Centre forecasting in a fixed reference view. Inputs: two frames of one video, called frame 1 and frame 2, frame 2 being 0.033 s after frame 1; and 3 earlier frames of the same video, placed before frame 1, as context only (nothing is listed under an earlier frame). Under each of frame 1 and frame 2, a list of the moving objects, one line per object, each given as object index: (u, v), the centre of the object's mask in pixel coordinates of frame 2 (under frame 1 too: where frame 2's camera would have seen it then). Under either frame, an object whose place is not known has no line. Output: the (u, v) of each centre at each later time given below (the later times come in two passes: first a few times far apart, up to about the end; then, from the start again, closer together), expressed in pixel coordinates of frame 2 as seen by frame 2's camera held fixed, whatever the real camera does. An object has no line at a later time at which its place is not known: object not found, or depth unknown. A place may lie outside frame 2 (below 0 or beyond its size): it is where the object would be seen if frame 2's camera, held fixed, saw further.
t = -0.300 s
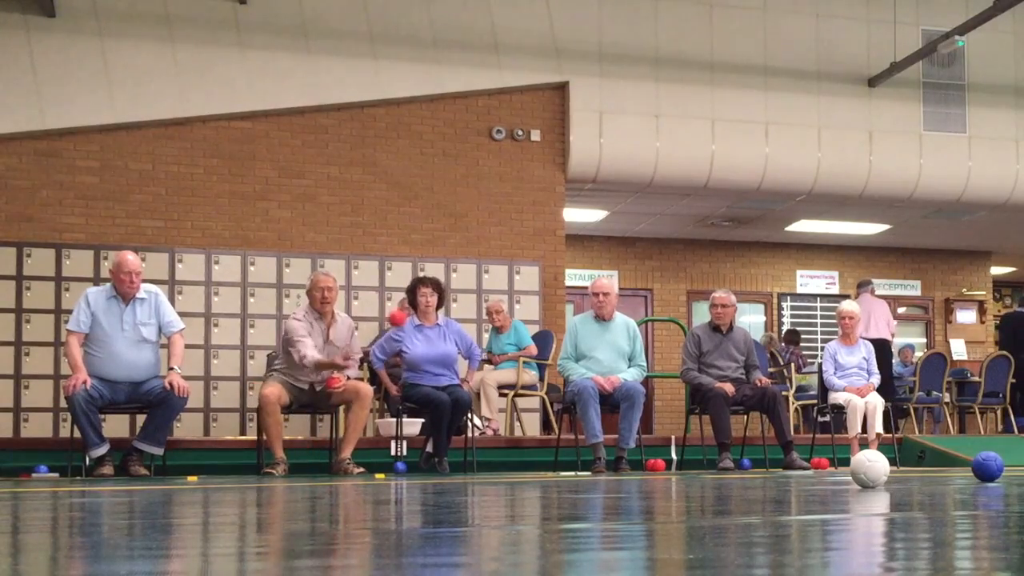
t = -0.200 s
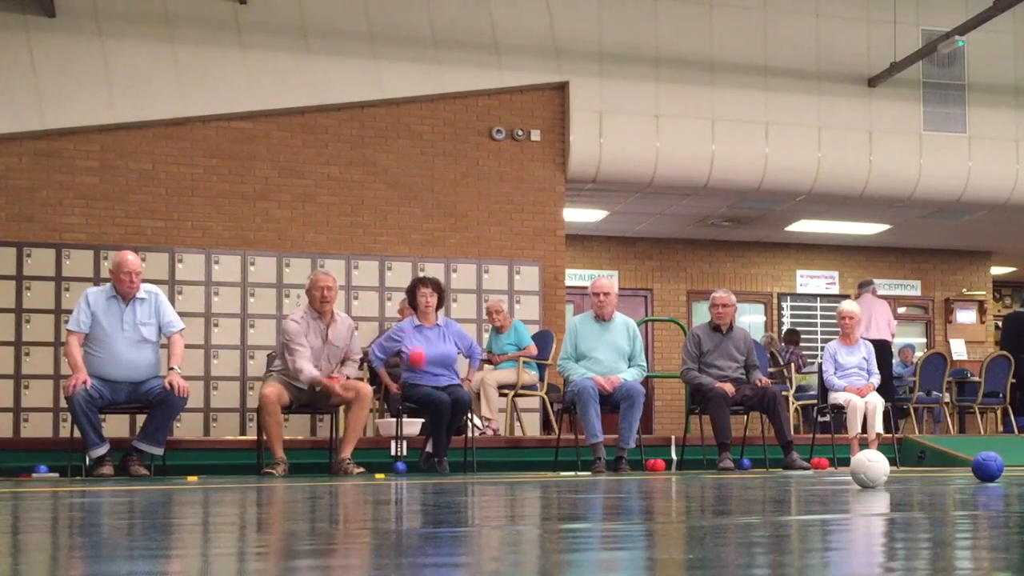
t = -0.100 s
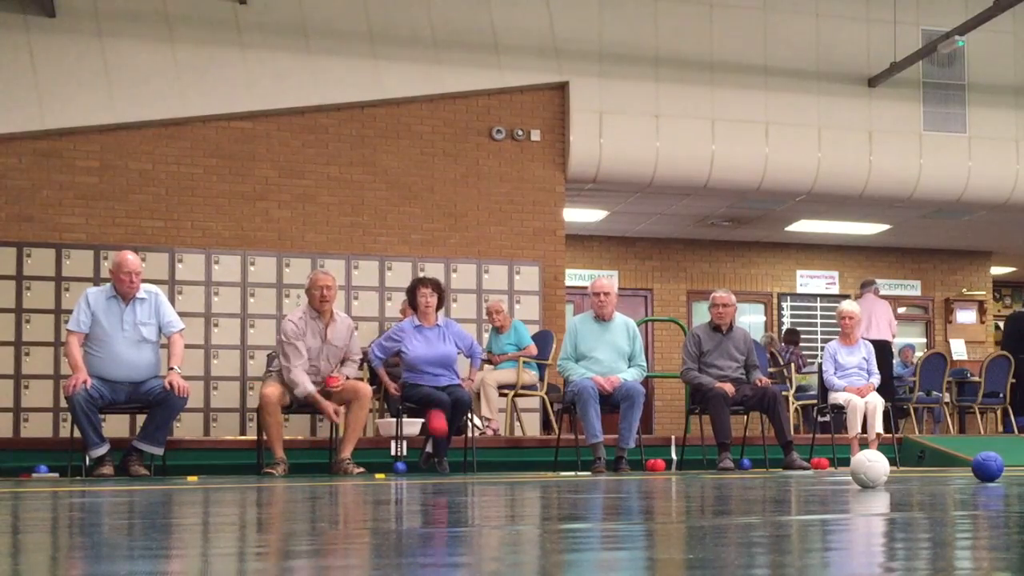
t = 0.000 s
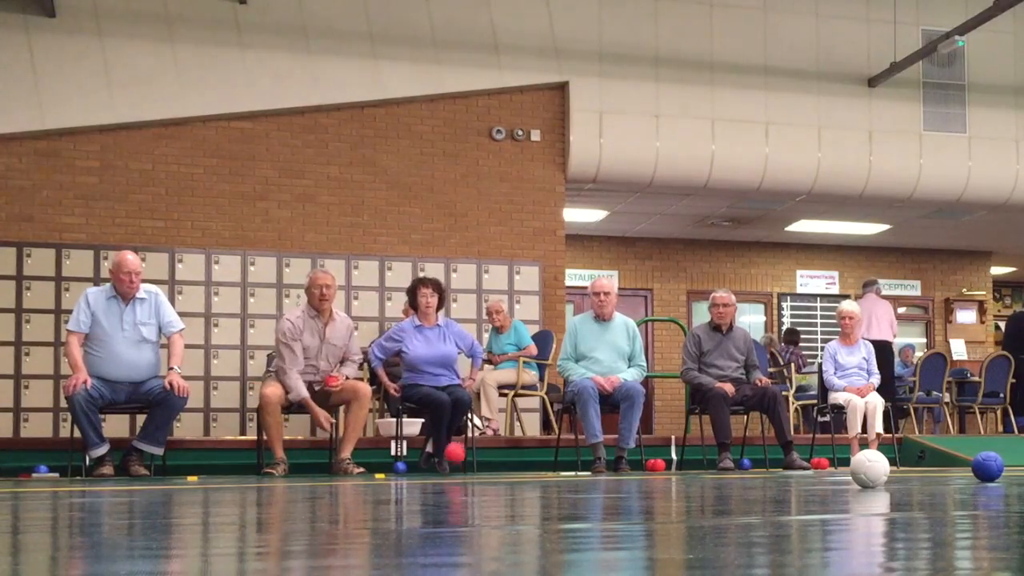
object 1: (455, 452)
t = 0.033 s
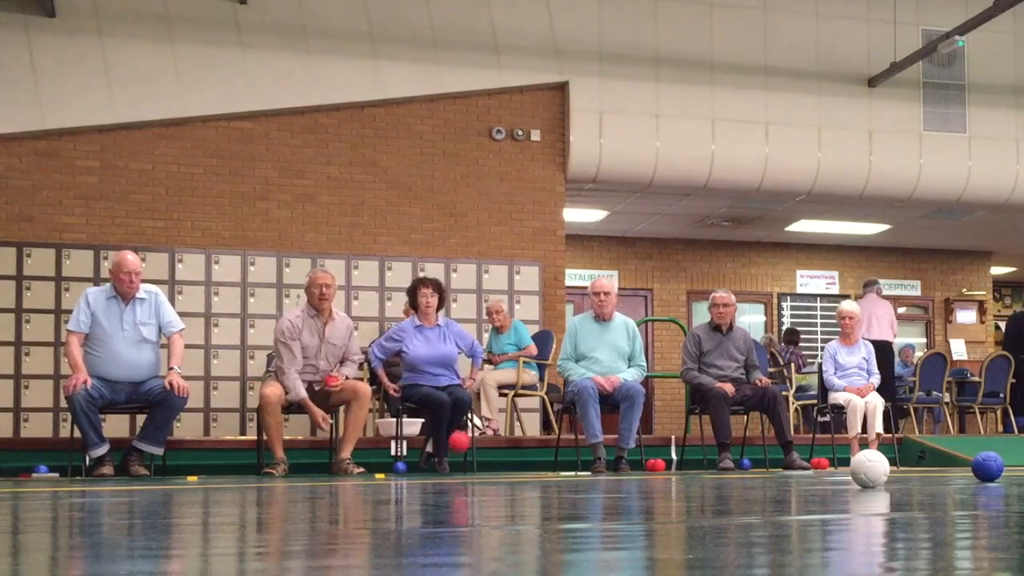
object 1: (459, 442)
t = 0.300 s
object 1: (497, 446)
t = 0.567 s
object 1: (541, 460)
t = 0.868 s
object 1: (588, 468)
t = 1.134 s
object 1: (628, 468)
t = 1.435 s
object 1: (673, 469)
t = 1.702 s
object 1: (713, 469)
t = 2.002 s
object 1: (756, 469)
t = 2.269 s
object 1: (792, 470)
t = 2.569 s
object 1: (827, 470)
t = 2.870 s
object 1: (854, 472)
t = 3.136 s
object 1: (871, 471)
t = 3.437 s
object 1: (880, 473)
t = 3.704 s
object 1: (881, 475)
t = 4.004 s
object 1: (866, 476)
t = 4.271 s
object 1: (847, 476)
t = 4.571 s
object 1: (813, 476)
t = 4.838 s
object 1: (780, 477)
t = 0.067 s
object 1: (463, 432)
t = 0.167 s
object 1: (476, 421)
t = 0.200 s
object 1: (482, 423)
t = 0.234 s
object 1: (488, 427)
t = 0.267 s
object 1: (493, 435)
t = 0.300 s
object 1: (497, 446)
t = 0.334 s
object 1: (503, 459)
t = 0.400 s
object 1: (513, 460)
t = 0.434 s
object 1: (518, 455)
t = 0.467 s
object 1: (524, 452)
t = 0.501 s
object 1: (529, 451)
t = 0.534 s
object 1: (535, 455)
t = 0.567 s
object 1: (541, 460)
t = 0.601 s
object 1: (546, 469)
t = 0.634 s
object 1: (552, 465)
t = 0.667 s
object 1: (557, 464)
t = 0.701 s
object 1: (562, 465)
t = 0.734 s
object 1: (568, 469)
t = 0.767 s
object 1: (573, 466)
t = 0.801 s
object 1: (578, 465)
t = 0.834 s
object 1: (583, 468)
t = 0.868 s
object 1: (588, 468)
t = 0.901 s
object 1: (593, 468)
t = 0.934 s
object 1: (598, 468)
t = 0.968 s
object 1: (603, 468)
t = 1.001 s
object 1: (608, 469)
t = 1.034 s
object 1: (613, 468)
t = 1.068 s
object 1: (619, 469)
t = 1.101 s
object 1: (623, 468)
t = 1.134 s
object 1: (628, 468)
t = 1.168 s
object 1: (633, 469)
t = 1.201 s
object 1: (638, 468)
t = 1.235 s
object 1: (643, 469)
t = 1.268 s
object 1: (649, 469)
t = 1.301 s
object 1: (653, 469)
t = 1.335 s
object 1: (658, 468)
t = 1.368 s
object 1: (663, 469)
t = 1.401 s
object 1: (668, 469)
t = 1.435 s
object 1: (673, 469)
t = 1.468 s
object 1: (678, 469)
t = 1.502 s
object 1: (683, 469)
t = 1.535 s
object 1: (688, 468)
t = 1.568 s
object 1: (693, 469)
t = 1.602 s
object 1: (698, 469)
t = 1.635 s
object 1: (702, 468)
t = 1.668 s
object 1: (707, 469)
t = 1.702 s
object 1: (713, 469)
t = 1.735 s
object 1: (718, 469)
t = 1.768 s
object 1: (722, 469)
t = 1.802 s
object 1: (727, 469)
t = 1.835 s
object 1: (732, 469)
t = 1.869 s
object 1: (737, 469)
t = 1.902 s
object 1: (742, 469)
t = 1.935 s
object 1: (747, 469)
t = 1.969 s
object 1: (752, 470)
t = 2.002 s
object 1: (756, 469)
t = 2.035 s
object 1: (761, 469)
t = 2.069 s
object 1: (765, 470)
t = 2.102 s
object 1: (770, 470)
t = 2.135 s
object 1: (774, 469)
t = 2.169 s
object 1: (779, 470)
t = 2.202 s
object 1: (783, 470)
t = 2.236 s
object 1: (787, 470)
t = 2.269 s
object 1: (792, 470)
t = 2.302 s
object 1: (795, 470)
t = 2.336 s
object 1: (800, 470)
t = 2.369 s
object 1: (804, 470)
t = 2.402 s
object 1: (808, 470)
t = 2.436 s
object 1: (811, 470)
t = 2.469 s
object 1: (816, 470)
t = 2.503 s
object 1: (820, 471)
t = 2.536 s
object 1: (823, 471)
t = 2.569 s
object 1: (827, 470)
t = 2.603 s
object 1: (830, 470)
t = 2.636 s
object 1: (833, 471)
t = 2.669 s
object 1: (837, 471)
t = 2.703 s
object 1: (840, 471)
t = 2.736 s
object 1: (843, 470)
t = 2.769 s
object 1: (846, 471)
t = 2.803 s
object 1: (849, 471)
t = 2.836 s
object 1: (852, 471)
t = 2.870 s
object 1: (854, 472)
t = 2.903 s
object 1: (857, 471)
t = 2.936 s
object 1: (859, 471)
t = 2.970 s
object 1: (861, 472)
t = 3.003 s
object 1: (864, 471)
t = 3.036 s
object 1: (866, 472)
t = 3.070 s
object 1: (868, 472)
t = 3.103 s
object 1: (869, 471)
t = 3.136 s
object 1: (871, 471)
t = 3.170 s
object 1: (873, 472)
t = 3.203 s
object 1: (875, 472)
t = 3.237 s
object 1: (876, 473)
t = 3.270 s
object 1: (877, 473)
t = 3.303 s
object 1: (878, 472)
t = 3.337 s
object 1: (879, 472)
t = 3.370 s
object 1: (880, 473)
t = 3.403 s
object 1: (880, 473)
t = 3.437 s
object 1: (880, 473)
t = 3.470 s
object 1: (881, 474)
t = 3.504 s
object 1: (881, 473)
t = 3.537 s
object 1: (881, 473)
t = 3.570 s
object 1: (881, 473)
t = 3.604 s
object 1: (881, 473)
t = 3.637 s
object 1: (881, 474)
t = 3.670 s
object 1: (881, 474)
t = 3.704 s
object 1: (881, 475)
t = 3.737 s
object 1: (880, 475)
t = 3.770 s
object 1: (879, 474)
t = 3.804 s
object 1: (877, 474)
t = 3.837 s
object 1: (876, 474)
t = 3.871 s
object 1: (874, 475)
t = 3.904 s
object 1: (873, 475)
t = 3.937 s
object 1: (871, 475)
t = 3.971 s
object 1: (868, 476)
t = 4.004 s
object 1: (866, 476)
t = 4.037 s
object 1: (864, 476)
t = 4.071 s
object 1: (861, 475)
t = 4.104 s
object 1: (860, 475)
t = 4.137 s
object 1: (857, 475)
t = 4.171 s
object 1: (855, 476)
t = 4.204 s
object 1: (853, 476)
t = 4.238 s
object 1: (850, 476)
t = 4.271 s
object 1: (847, 476)
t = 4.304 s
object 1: (844, 476)
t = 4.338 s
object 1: (841, 476)
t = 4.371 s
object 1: (837, 477)
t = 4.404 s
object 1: (833, 477)
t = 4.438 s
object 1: (829, 477)
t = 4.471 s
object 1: (825, 477)
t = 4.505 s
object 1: (821, 476)
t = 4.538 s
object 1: (817, 476)
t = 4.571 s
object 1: (813, 476)
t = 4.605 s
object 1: (809, 476)
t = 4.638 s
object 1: (805, 476)
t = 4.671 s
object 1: (800, 476)
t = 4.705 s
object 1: (796, 477)
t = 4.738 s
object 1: (793, 477)
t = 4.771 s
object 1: (788, 477)
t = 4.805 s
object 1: (784, 477)
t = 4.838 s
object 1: (780, 477)
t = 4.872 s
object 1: (775, 477)
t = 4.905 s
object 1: (772, 478)
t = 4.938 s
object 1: (768, 477)
